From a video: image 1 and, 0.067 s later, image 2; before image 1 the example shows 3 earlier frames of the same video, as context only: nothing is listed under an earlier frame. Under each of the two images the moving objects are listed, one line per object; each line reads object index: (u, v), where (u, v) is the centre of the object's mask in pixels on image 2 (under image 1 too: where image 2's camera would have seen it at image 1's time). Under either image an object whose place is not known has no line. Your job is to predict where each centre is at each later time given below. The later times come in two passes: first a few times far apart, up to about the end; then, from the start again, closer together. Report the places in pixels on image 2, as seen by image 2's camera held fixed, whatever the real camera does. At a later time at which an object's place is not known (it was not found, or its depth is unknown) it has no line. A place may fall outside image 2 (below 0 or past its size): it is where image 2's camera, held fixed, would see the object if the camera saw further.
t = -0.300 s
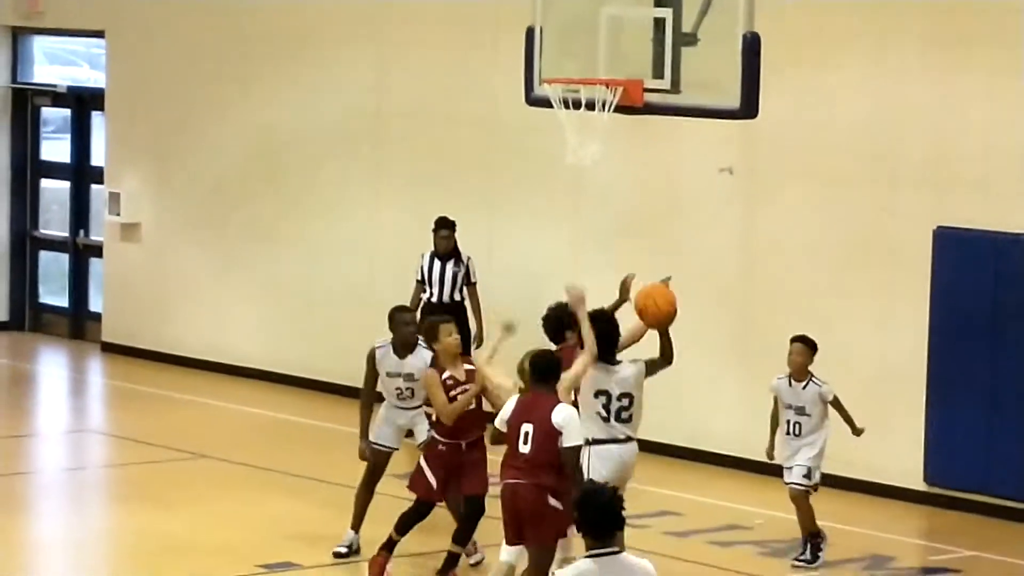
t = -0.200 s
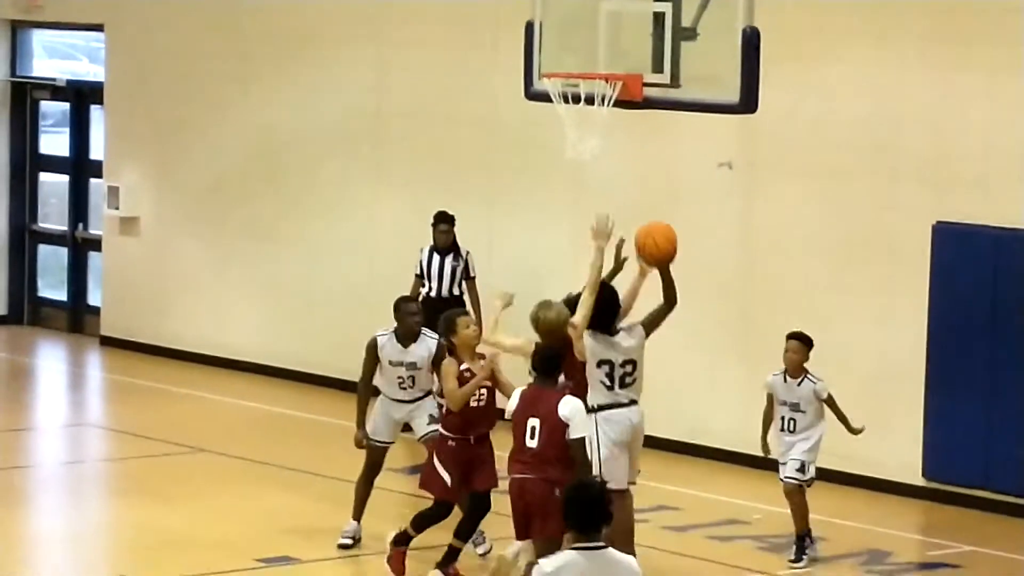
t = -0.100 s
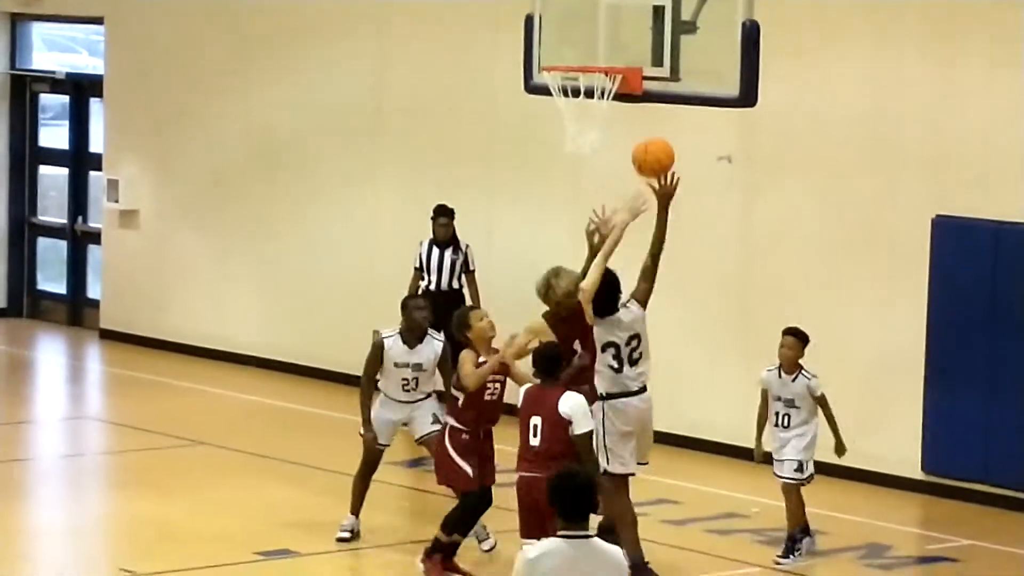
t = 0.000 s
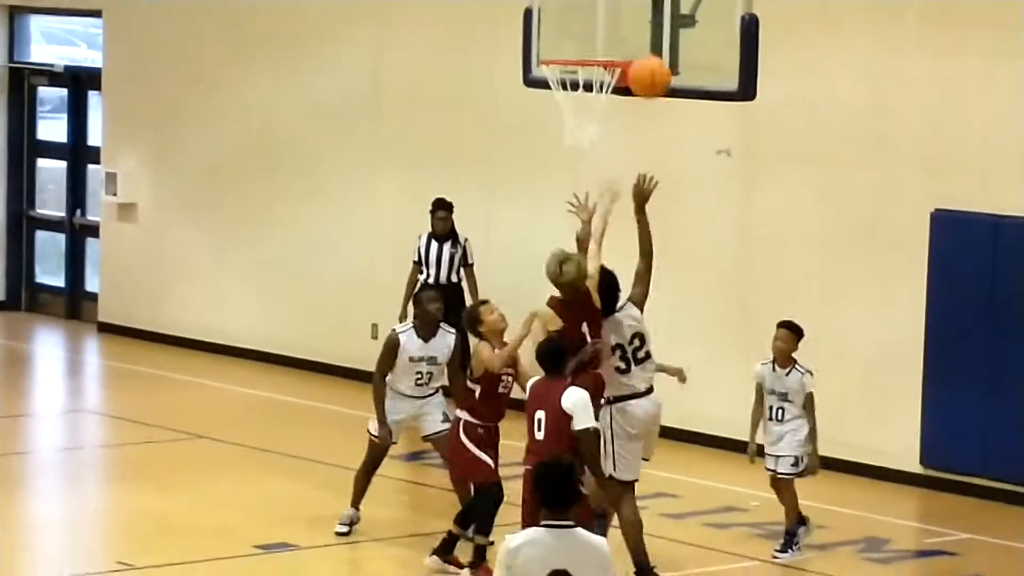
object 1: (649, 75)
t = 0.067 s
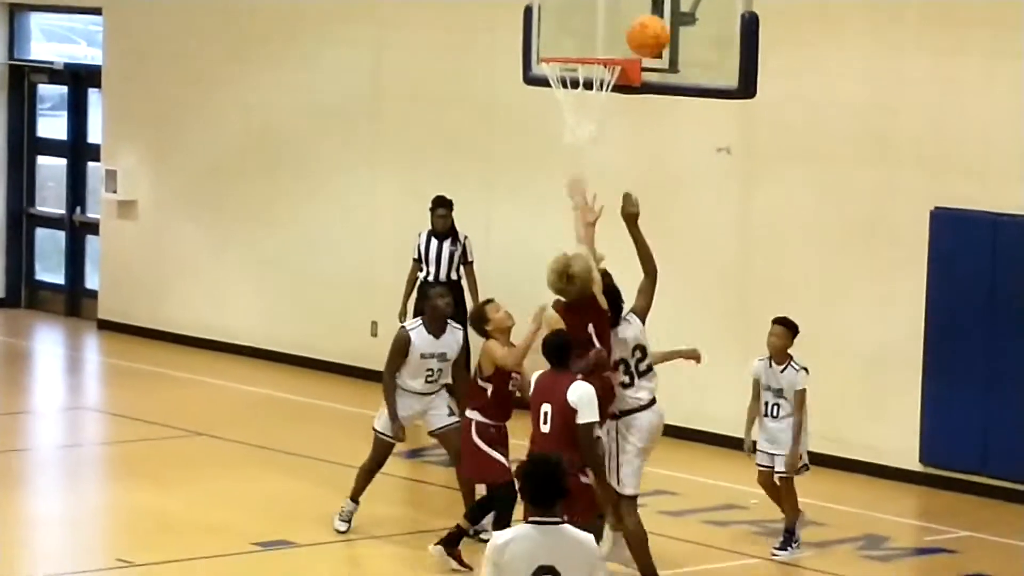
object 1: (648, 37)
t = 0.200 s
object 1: (642, 1)
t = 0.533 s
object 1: (615, -7)
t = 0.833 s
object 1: (577, 137)
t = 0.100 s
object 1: (647, 20)
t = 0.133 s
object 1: (645, 12)
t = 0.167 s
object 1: (644, 6)
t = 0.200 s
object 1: (642, 1)
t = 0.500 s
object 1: (619, -10)
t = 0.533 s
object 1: (615, -7)
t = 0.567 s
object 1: (611, -1)
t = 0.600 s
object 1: (606, 12)
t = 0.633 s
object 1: (601, 28)
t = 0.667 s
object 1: (597, 42)
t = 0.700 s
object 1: (593, 65)
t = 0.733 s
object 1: (589, 84)
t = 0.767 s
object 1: (585, 103)
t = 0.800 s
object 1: (581, 121)
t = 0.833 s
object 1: (577, 137)
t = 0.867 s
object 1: (573, 155)
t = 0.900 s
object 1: (569, 175)
